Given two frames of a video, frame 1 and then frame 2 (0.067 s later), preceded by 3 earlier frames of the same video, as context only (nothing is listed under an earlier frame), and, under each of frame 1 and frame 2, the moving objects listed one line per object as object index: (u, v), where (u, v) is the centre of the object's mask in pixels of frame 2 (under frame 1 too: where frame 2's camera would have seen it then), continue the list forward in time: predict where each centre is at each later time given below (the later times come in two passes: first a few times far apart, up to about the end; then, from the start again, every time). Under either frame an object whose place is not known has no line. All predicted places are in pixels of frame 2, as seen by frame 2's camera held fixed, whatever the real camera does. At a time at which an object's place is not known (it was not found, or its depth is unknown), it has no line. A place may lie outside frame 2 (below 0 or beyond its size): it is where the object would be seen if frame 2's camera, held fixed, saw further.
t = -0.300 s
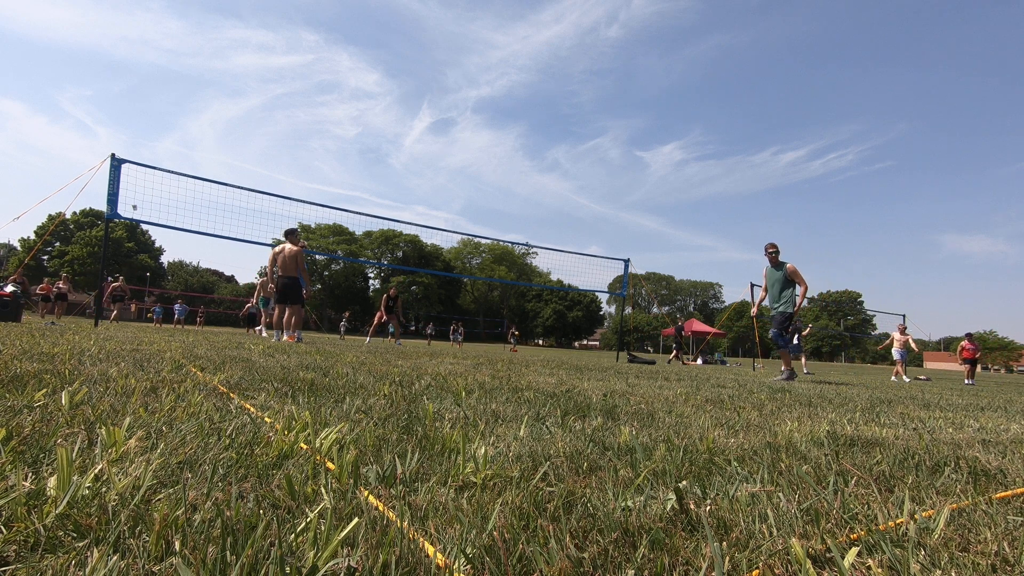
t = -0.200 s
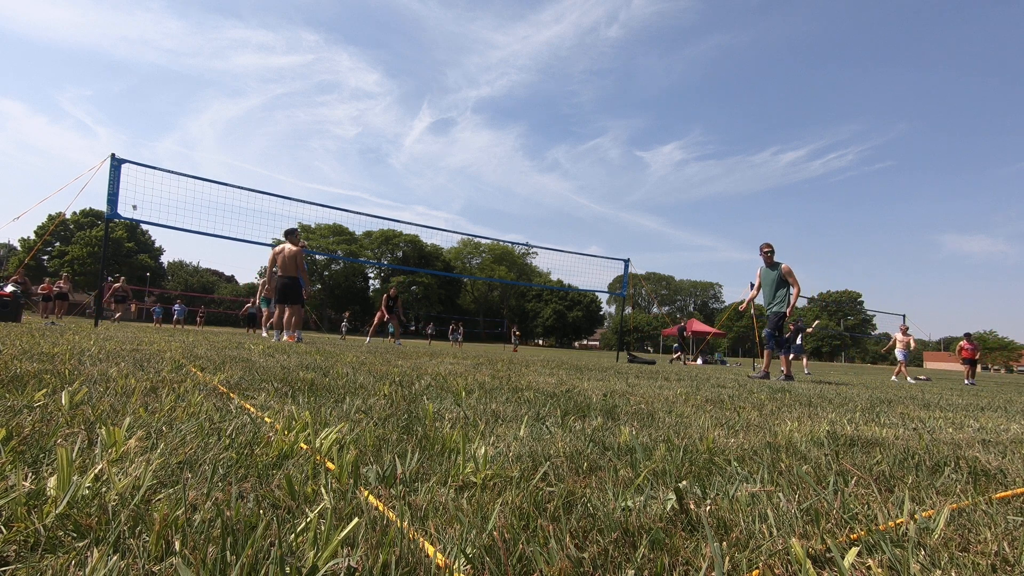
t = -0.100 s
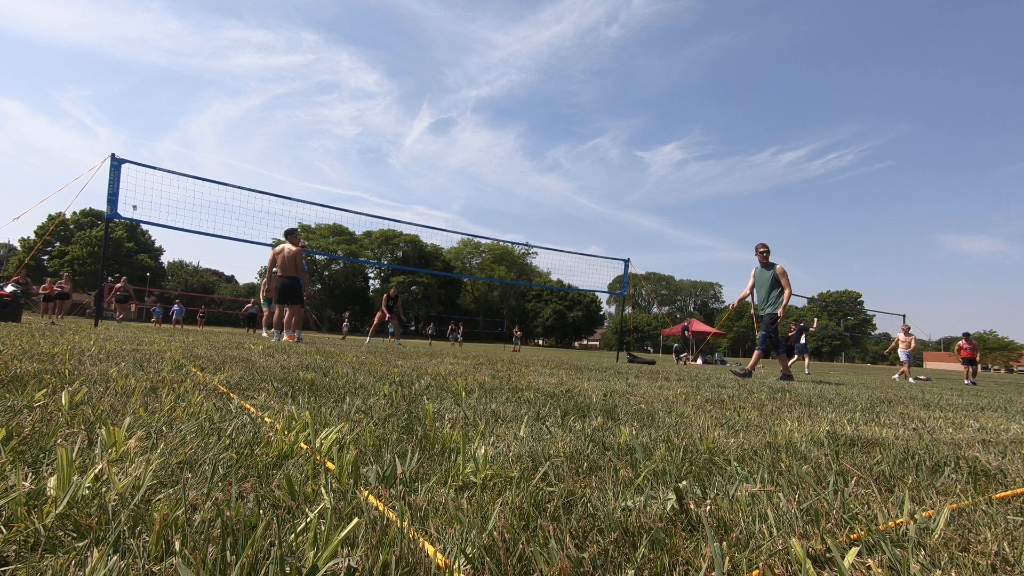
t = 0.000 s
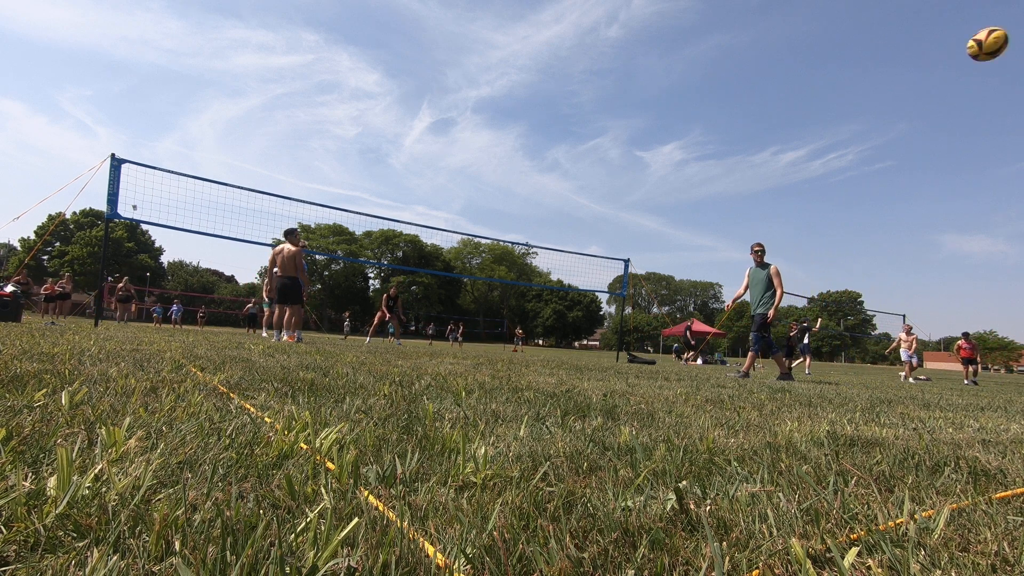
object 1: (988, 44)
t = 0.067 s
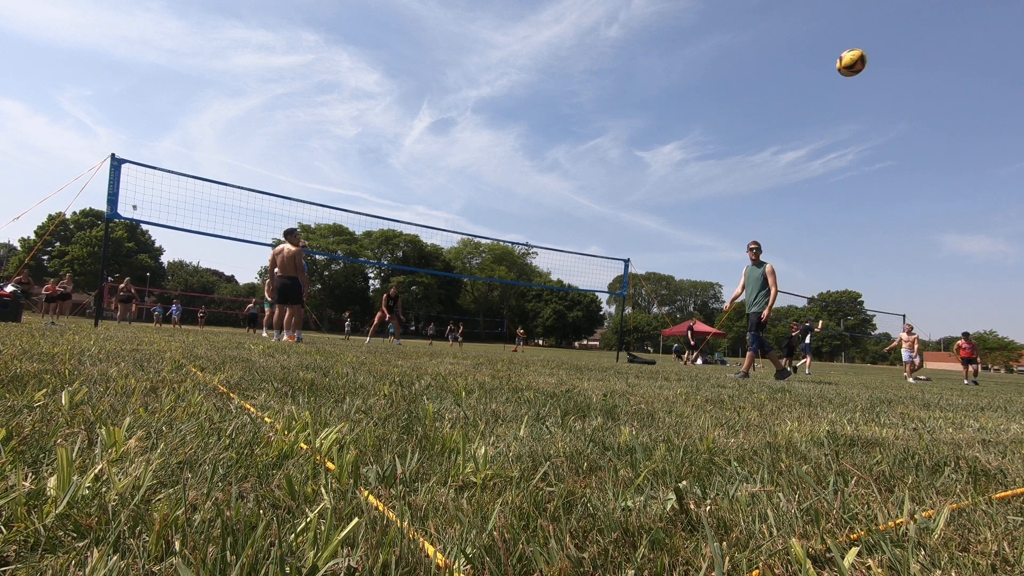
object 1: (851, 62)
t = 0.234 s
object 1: (655, 103)
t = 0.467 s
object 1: (521, 157)
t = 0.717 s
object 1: (445, 215)
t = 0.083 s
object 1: (825, 67)
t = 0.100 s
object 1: (800, 71)
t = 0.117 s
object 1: (777, 75)
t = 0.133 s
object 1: (755, 79)
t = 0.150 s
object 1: (736, 84)
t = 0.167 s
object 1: (717, 88)
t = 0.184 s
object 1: (700, 91)
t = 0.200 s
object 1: (684, 95)
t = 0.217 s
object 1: (669, 99)
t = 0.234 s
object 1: (655, 103)
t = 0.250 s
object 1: (641, 107)
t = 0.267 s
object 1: (629, 111)
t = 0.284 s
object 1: (617, 115)
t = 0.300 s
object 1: (606, 118)
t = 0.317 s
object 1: (596, 122)
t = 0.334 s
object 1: (586, 126)
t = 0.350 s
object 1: (576, 130)
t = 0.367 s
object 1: (567, 134)
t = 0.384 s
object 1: (559, 137)
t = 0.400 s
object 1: (550, 141)
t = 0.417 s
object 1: (542, 145)
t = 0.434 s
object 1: (535, 149)
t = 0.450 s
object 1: (528, 153)
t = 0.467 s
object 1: (521, 157)
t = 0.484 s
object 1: (514, 161)
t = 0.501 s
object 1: (507, 165)
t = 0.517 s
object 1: (501, 169)
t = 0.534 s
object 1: (495, 172)
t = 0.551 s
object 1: (490, 176)
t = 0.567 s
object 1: (485, 180)
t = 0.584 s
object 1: (479, 184)
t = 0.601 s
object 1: (475, 188)
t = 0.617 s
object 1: (470, 192)
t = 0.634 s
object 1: (465, 195)
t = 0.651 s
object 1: (461, 199)
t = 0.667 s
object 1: (457, 203)
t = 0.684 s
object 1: (453, 207)
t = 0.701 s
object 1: (449, 211)
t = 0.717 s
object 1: (445, 215)
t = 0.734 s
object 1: (441, 219)
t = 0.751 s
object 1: (437, 223)
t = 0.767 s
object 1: (434, 227)
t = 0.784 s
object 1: (430, 232)
